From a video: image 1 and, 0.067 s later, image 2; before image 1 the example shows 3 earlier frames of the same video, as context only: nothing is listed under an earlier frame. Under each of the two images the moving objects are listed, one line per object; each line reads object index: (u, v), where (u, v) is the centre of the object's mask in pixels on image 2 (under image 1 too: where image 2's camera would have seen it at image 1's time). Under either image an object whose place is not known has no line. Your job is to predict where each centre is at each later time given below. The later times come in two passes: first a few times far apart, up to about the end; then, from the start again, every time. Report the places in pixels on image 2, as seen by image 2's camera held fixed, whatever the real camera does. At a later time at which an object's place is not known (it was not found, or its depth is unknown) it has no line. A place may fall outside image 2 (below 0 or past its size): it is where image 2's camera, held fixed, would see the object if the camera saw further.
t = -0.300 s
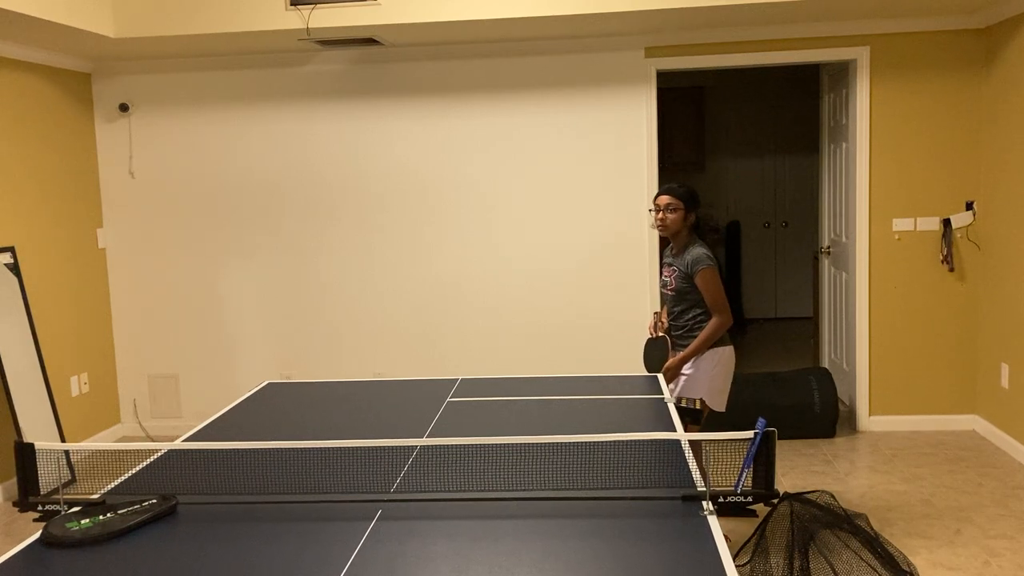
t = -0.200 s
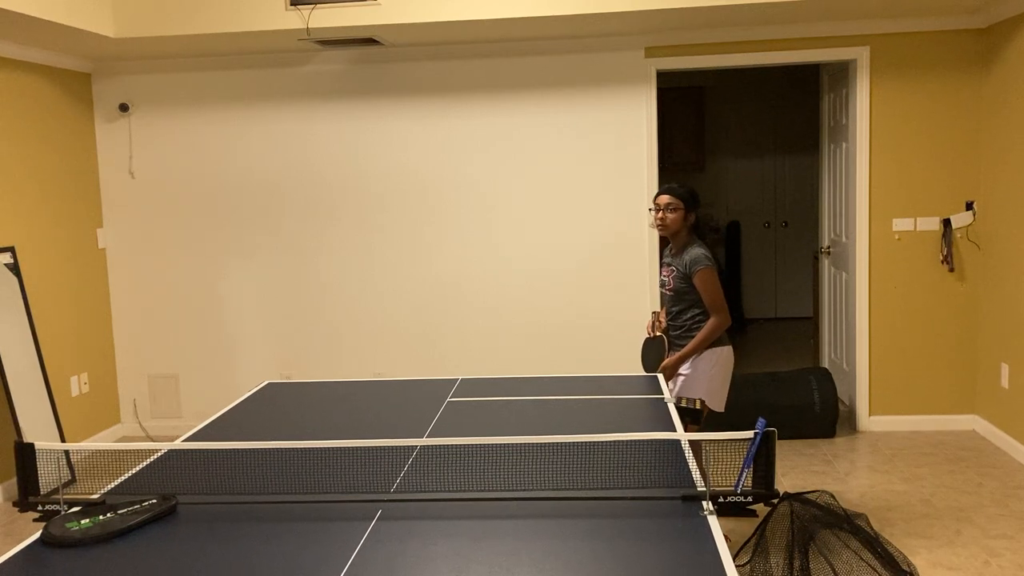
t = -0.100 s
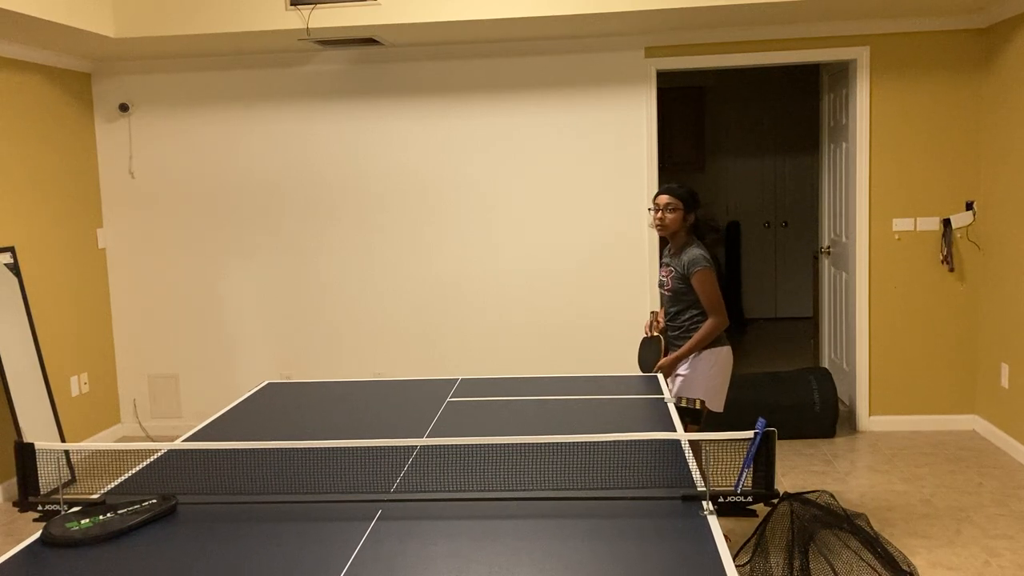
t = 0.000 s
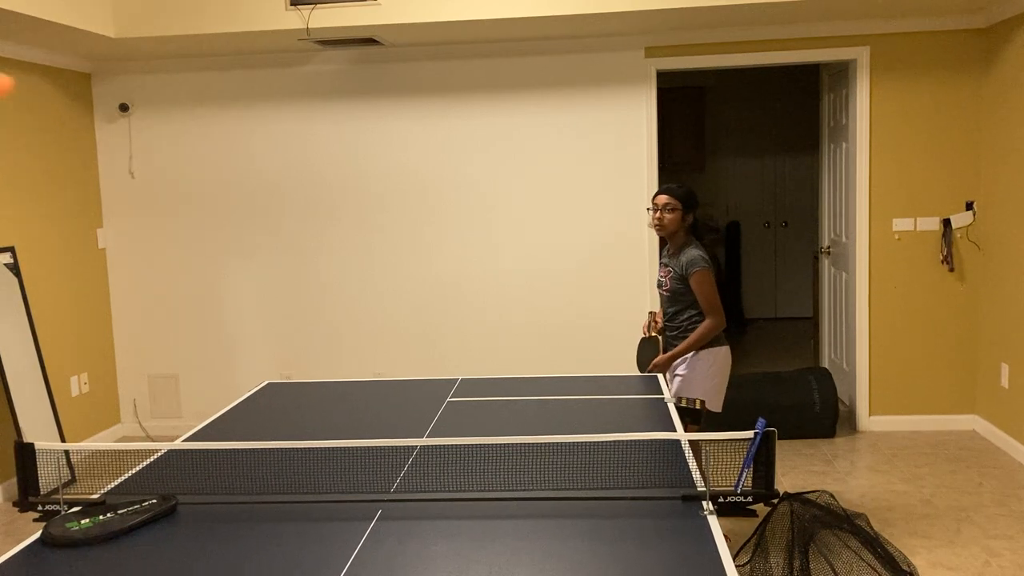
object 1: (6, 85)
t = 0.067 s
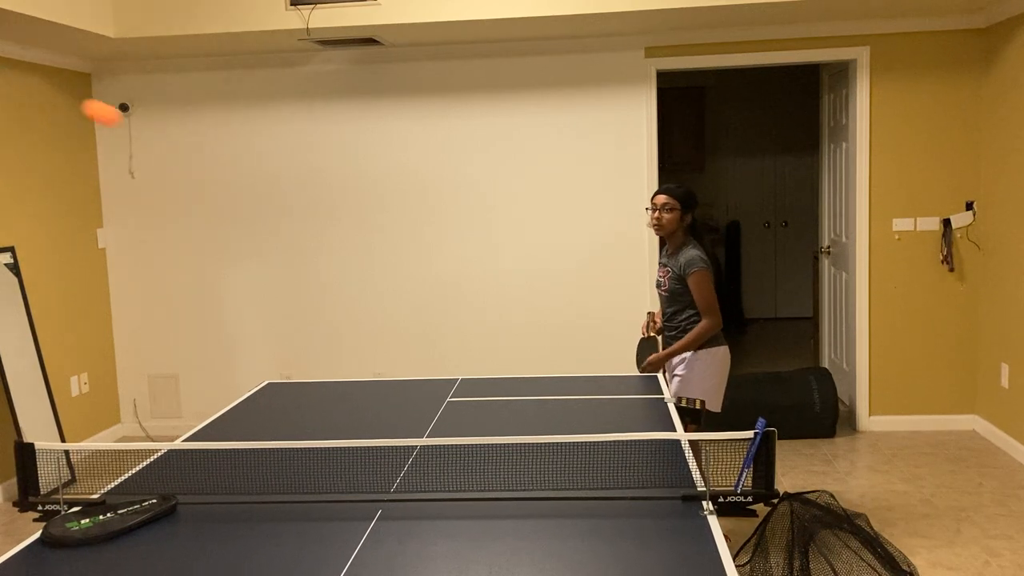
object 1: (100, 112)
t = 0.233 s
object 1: (287, 246)
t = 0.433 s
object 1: (407, 394)
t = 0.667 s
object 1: (474, 220)
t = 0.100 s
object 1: (147, 134)
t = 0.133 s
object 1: (189, 159)
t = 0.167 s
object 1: (225, 186)
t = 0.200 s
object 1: (257, 215)
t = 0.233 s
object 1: (287, 246)
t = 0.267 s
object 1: (314, 279)
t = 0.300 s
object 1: (338, 312)
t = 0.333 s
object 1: (359, 346)
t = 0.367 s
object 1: (379, 381)
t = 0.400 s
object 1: (395, 415)
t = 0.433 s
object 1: (407, 394)
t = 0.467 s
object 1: (417, 357)
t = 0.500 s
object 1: (427, 323)
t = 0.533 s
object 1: (436, 293)
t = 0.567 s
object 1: (446, 269)
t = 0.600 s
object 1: (455, 248)
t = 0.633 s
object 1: (465, 232)
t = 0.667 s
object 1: (474, 220)
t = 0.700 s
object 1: (482, 212)
